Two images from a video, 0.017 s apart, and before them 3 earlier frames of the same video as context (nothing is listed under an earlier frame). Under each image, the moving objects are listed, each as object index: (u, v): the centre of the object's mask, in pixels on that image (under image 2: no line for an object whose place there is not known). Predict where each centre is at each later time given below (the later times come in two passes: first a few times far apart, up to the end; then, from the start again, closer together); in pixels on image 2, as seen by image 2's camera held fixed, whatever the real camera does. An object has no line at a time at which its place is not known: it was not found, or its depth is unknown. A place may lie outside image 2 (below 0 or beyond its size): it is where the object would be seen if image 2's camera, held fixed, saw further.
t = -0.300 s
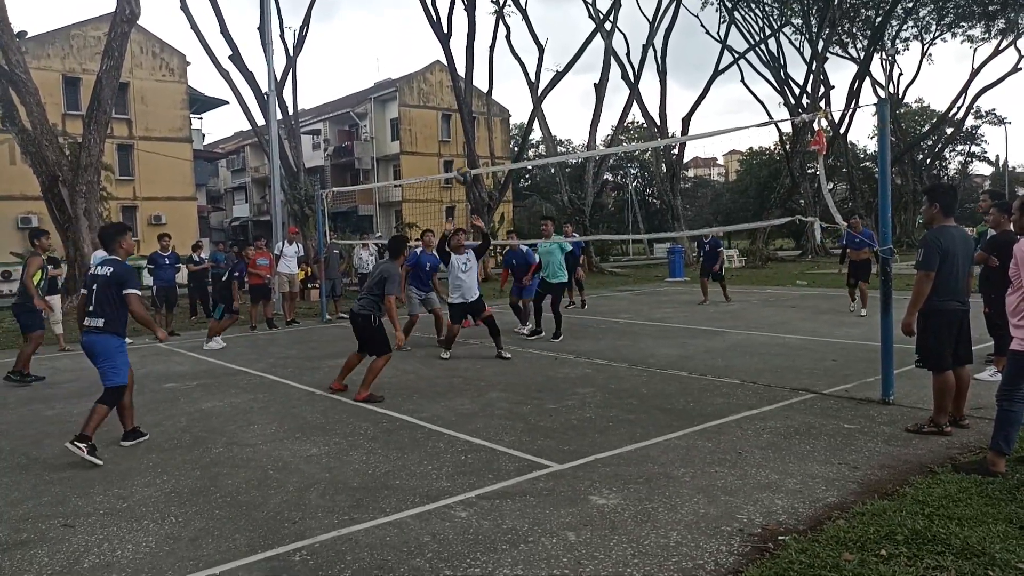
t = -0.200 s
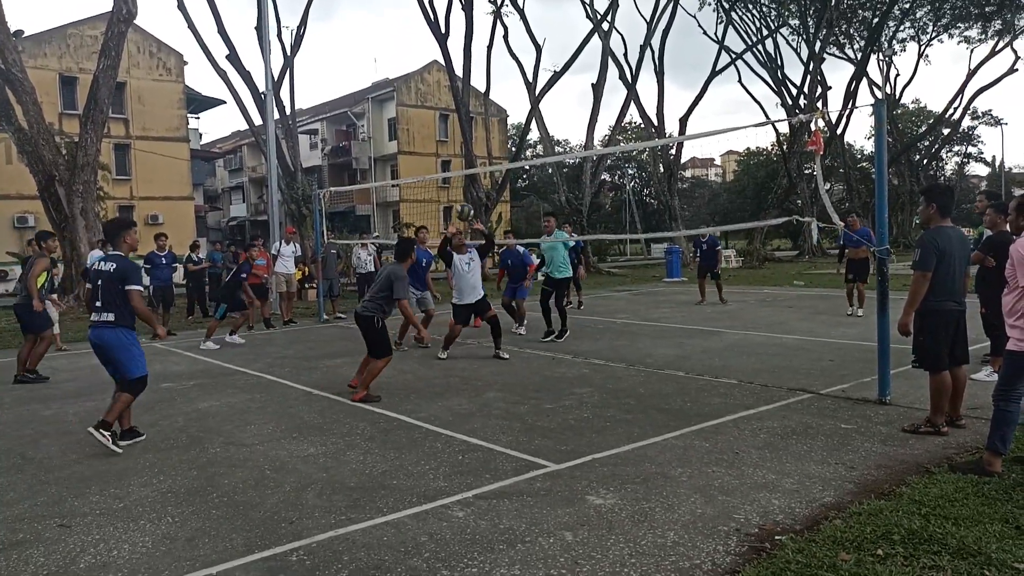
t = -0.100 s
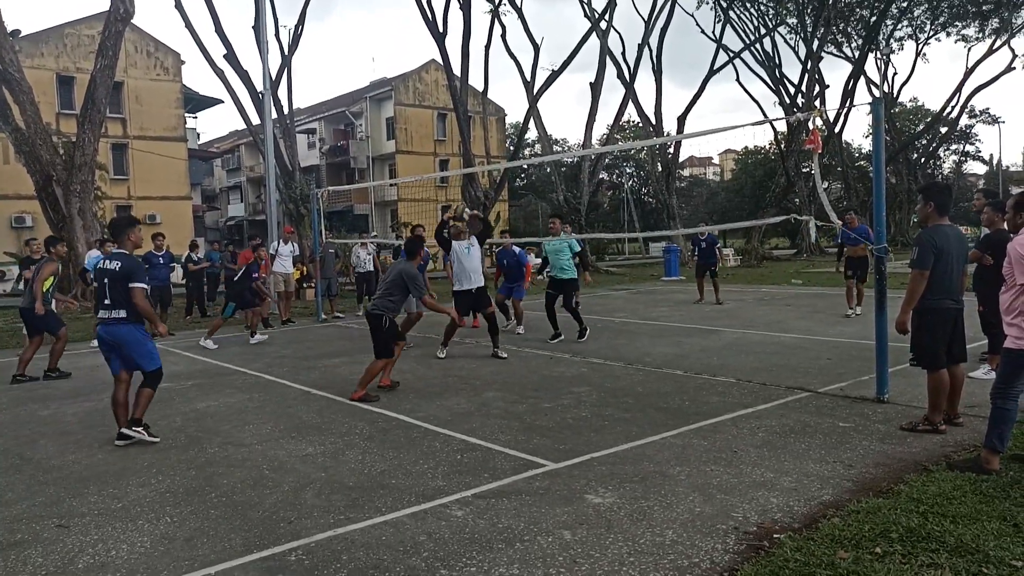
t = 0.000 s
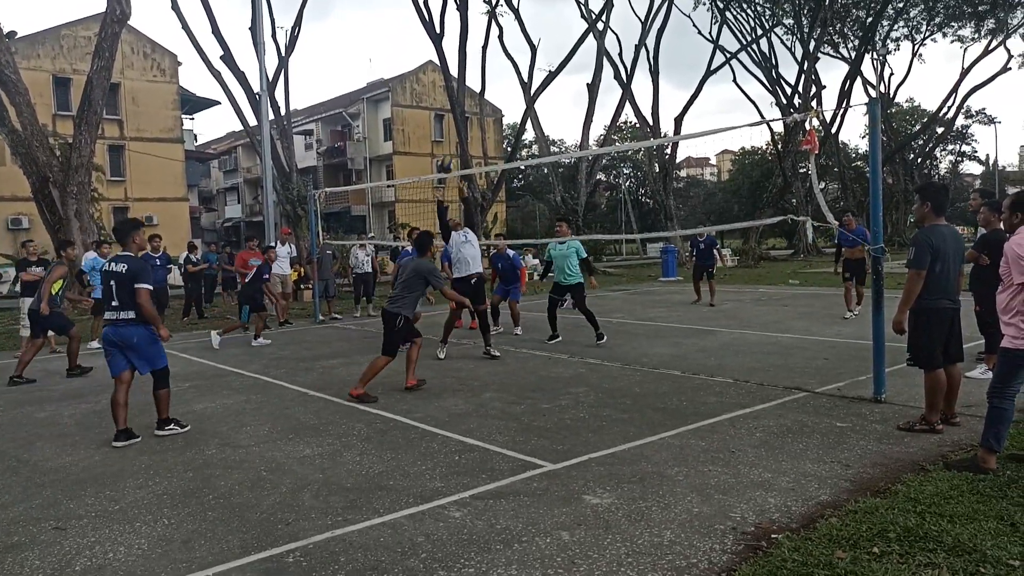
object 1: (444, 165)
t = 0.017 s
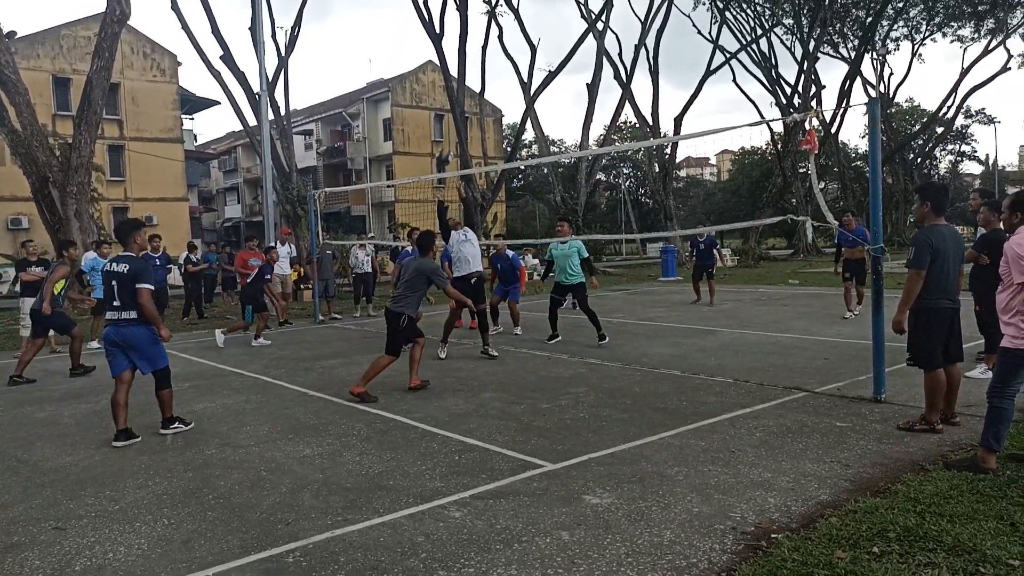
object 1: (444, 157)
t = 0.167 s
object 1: (426, 99)
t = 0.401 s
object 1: (403, 49)
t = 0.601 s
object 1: (386, 42)
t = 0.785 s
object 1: (372, 61)
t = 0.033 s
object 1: (442, 149)
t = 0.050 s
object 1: (440, 142)
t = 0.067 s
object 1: (438, 135)
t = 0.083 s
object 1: (437, 125)
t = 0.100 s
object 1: (435, 121)
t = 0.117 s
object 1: (433, 115)
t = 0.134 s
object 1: (431, 110)
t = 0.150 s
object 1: (428, 105)
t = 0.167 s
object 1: (426, 99)
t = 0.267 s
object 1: (416, 72)
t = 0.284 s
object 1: (414, 68)
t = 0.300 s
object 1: (413, 64)
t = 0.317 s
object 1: (411, 61)
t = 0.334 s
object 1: (410, 58)
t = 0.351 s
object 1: (408, 56)
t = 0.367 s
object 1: (406, 53)
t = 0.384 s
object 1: (405, 51)
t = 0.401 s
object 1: (403, 49)
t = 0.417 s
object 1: (402, 47)
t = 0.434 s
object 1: (400, 46)
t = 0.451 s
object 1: (399, 44)
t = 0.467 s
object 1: (397, 43)
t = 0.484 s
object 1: (396, 43)
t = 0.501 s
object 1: (394, 42)
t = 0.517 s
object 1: (393, 41)
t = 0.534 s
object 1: (391, 41)
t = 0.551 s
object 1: (390, 41)
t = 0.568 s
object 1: (388, 41)
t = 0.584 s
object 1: (387, 42)
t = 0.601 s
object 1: (386, 42)
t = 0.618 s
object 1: (385, 43)
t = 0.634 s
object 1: (383, 44)
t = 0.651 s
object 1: (382, 45)
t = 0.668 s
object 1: (381, 46)
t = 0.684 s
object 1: (379, 48)
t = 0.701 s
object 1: (378, 50)
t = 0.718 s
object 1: (377, 52)
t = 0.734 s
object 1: (376, 54)
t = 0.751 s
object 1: (374, 56)
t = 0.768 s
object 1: (374, 59)
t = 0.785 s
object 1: (372, 61)
